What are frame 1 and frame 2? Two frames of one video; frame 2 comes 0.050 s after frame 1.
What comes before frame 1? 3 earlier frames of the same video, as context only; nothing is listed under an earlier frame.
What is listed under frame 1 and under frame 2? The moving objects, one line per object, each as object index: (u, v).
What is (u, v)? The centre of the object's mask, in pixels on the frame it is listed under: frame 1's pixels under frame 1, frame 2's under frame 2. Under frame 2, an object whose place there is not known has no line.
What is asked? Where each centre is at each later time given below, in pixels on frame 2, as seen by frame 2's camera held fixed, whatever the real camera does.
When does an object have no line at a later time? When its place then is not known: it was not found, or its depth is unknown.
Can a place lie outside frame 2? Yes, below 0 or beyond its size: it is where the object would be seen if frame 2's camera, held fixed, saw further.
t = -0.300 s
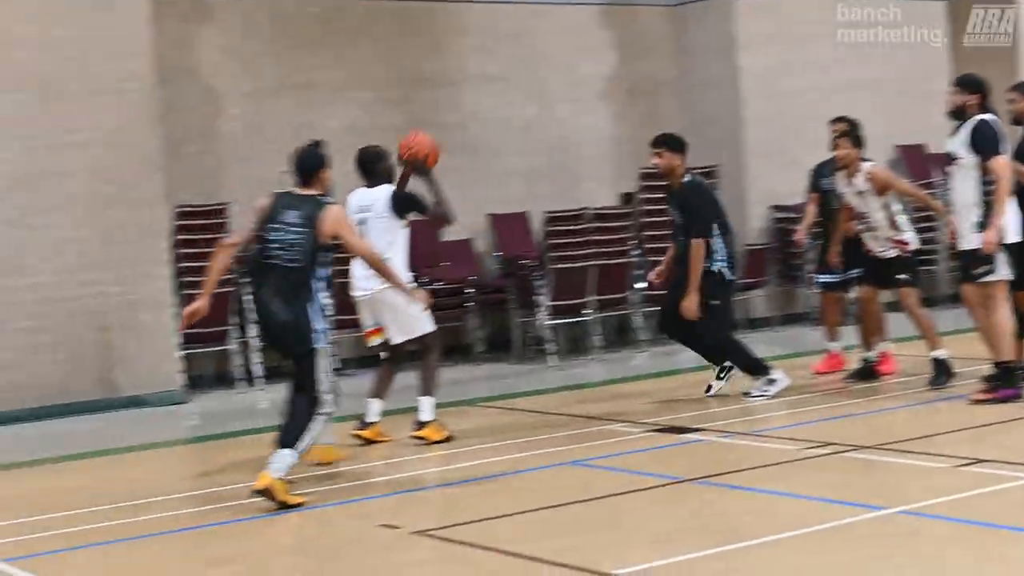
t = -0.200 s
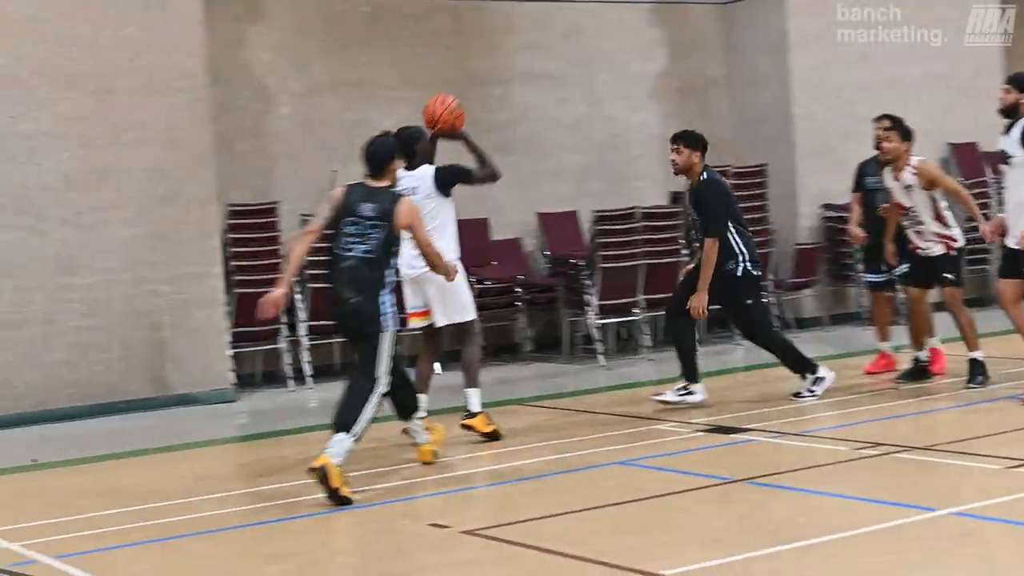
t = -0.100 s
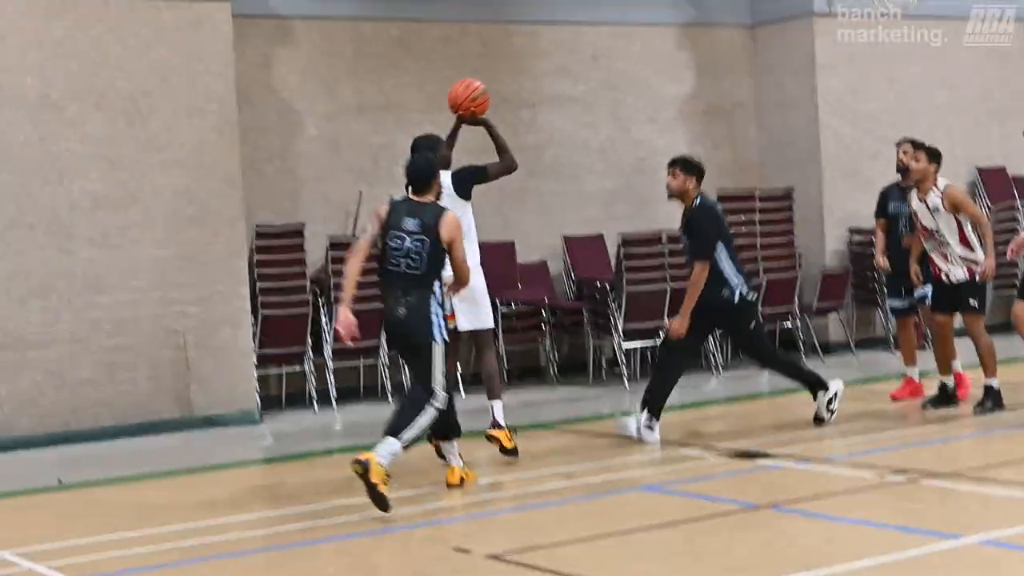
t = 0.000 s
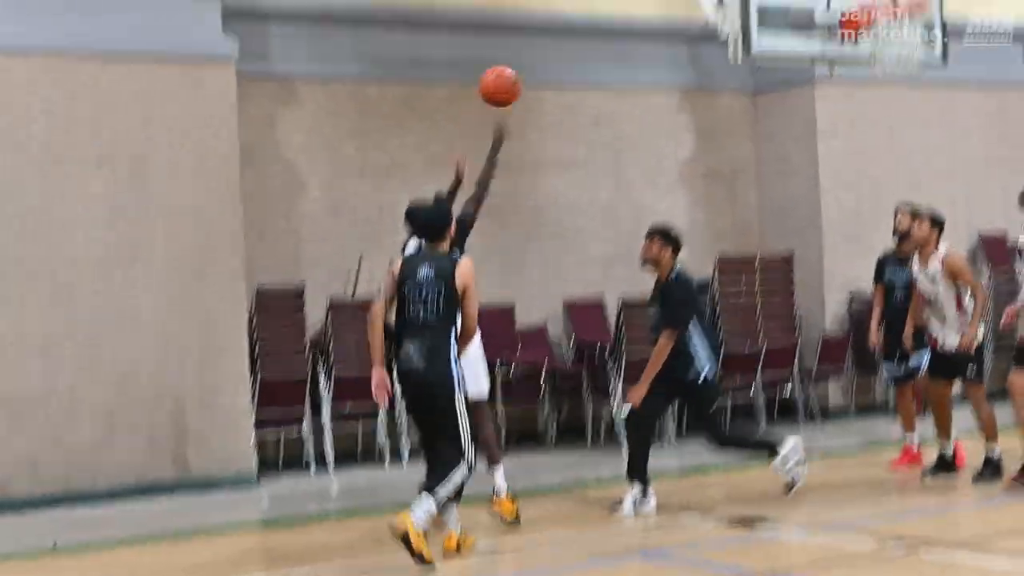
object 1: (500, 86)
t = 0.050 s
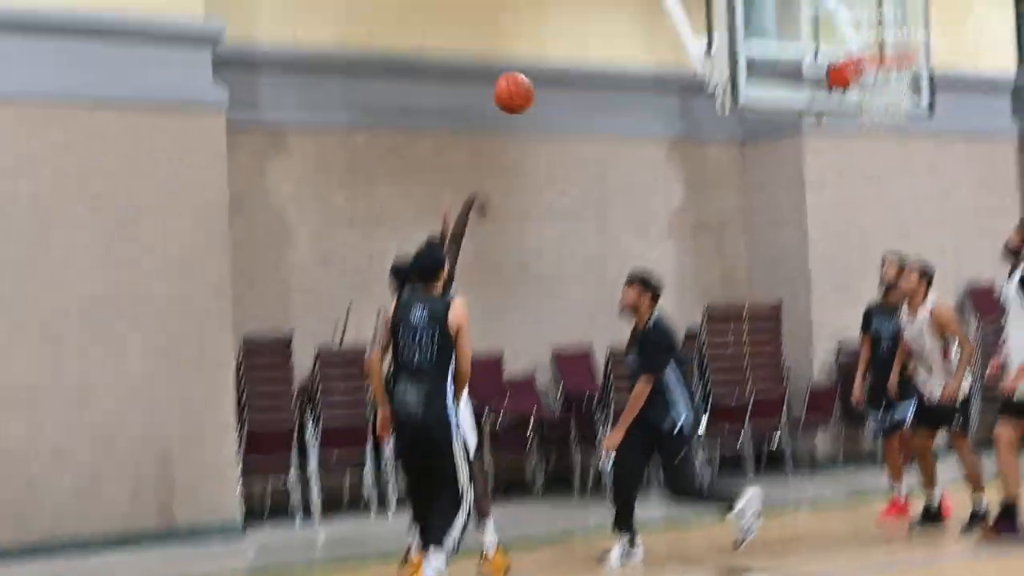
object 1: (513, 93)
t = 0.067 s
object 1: (522, 80)
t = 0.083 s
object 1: (531, 68)
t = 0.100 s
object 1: (539, 57)
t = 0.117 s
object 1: (546, 46)
